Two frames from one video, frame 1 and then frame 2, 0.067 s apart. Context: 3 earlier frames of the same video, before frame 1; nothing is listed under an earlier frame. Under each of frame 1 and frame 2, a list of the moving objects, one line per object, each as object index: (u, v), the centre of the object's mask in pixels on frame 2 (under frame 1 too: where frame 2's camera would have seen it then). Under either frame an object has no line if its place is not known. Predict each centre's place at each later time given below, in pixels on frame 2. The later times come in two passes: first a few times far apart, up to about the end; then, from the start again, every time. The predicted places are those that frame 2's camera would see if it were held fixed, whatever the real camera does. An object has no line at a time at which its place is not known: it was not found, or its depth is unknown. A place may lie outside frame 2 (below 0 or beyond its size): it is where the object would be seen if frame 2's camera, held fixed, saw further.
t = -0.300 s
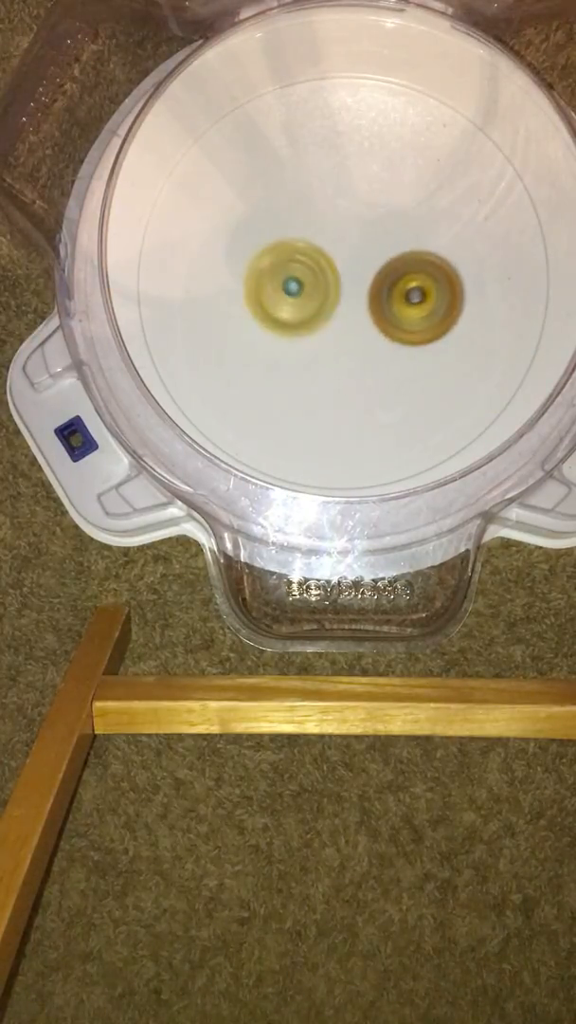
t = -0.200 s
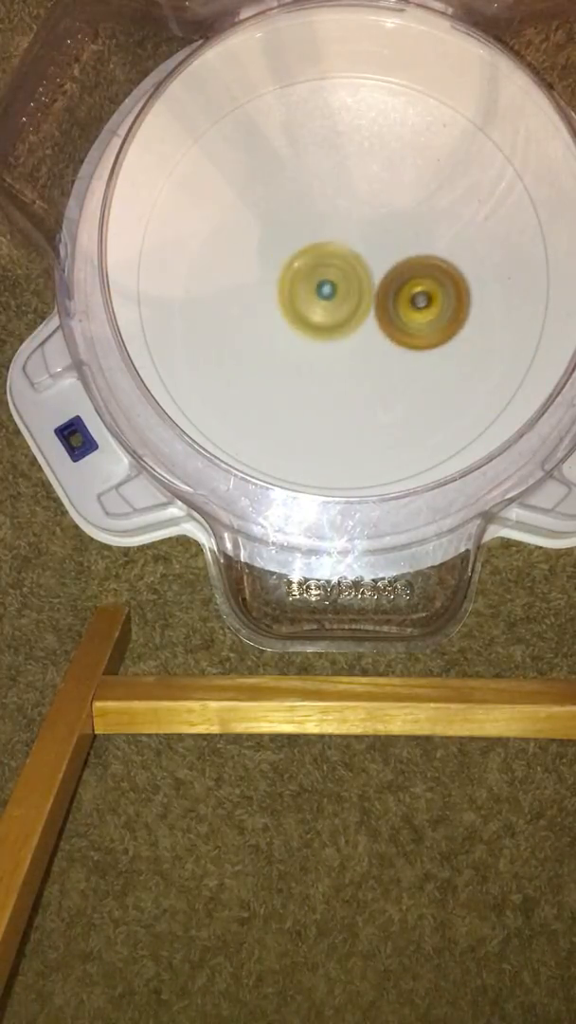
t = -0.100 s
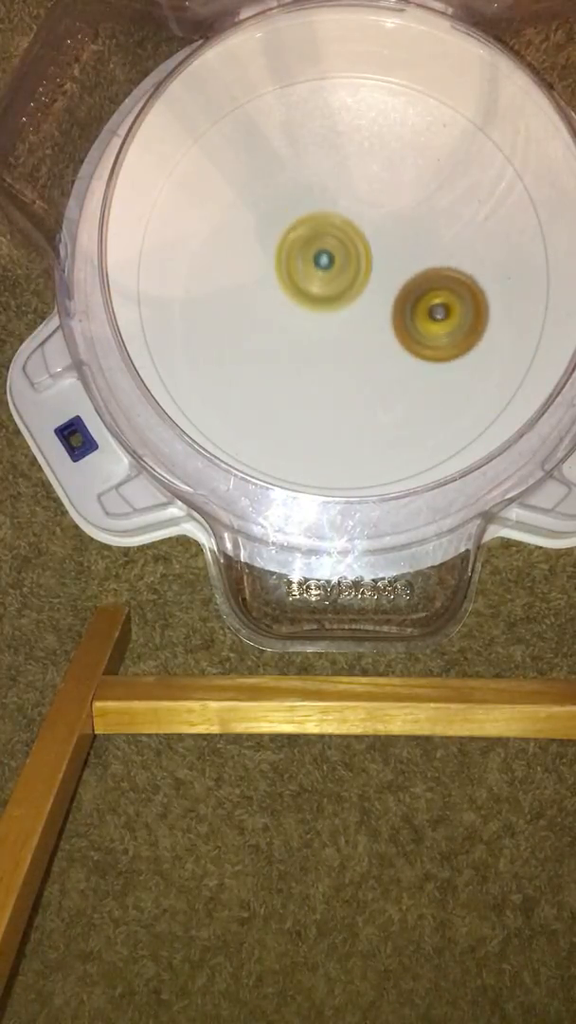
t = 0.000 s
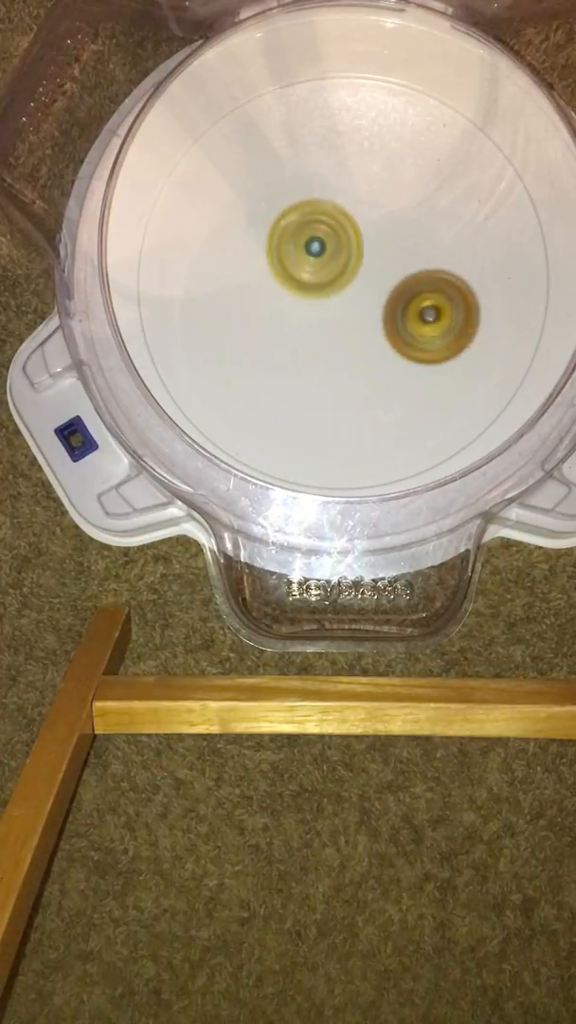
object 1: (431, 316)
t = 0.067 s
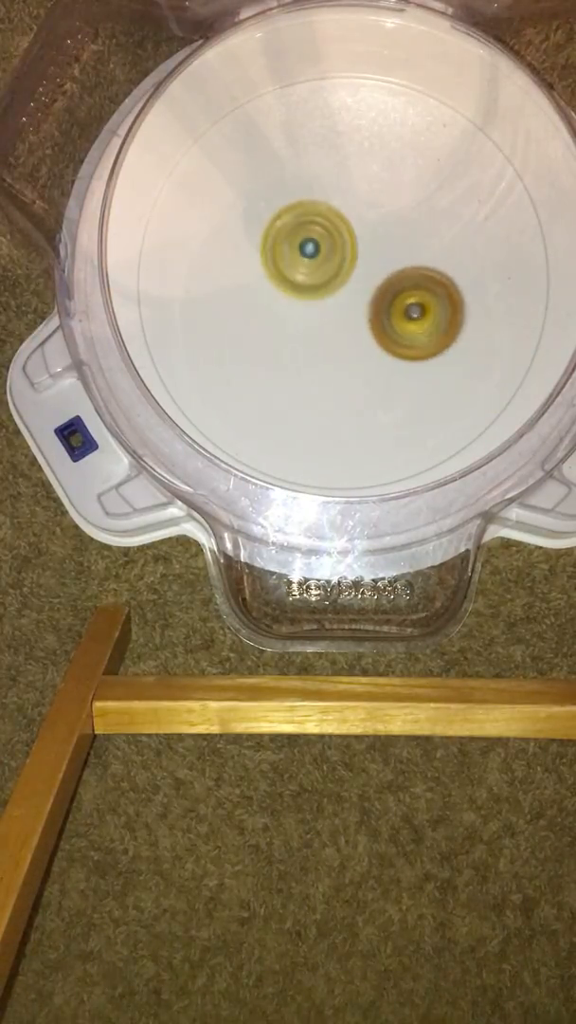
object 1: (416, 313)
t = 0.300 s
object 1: (395, 292)
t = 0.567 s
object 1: (412, 255)
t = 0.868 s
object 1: (405, 271)
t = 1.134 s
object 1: (402, 282)
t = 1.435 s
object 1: (375, 342)
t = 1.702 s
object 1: (344, 307)
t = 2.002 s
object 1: (371, 298)
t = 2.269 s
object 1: (369, 305)
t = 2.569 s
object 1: (364, 314)
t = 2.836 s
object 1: (353, 321)
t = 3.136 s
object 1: (336, 305)
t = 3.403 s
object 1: (325, 292)
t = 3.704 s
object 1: (322, 292)
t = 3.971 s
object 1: (308, 284)
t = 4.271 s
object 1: (302, 285)
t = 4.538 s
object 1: (319, 278)
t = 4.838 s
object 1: (307, 287)
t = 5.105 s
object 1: (305, 278)
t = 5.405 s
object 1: (301, 251)
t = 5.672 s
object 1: (284, 224)
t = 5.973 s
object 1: (291, 229)
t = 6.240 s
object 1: (307, 250)
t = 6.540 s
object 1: (323, 256)
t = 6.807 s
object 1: (327, 239)
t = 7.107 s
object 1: (313, 220)
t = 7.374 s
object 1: (318, 231)
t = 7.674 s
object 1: (327, 246)
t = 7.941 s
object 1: (319, 240)
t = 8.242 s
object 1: (315, 235)
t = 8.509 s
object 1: (329, 238)
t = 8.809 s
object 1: (333, 233)
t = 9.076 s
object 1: (323, 227)
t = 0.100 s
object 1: (407, 310)
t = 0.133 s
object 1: (399, 306)
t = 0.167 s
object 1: (392, 302)
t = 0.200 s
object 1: (392, 303)
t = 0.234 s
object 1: (394, 303)
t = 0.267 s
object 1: (395, 299)
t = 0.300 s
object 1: (395, 292)
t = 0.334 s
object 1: (395, 284)
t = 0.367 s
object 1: (395, 275)
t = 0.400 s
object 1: (396, 267)
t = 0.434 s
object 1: (399, 260)
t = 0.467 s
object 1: (402, 255)
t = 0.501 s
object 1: (405, 252)
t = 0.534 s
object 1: (409, 253)
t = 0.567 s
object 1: (412, 255)
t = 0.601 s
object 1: (413, 257)
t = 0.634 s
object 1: (413, 259)
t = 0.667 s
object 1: (414, 261)
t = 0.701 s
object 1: (415, 263)
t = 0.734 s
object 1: (413, 265)
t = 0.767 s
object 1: (411, 267)
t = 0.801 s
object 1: (408, 268)
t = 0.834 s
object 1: (407, 270)
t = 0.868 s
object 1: (405, 271)
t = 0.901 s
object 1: (403, 270)
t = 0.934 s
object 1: (399, 270)
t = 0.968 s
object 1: (396, 269)
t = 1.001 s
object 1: (393, 270)
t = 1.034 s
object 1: (394, 272)
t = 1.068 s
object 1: (392, 273)
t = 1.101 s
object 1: (395, 276)
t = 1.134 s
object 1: (402, 282)
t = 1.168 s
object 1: (405, 288)
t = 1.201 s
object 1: (405, 295)
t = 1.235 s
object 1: (402, 305)
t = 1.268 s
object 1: (397, 315)
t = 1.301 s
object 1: (390, 323)
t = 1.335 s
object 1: (381, 328)
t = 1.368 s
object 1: (377, 333)
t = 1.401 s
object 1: (377, 340)
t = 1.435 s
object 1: (375, 342)
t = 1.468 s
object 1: (372, 341)
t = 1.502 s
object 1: (369, 338)
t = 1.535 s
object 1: (365, 333)
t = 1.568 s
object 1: (360, 328)
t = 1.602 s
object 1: (356, 322)
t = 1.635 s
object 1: (352, 317)
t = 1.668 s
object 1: (348, 312)
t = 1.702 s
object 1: (344, 307)
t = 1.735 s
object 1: (339, 304)
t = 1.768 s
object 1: (338, 303)
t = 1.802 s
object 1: (340, 307)
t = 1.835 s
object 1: (343, 311)
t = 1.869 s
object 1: (349, 310)
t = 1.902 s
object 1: (356, 308)
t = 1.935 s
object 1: (363, 305)
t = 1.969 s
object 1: (367, 302)
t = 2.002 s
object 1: (371, 298)
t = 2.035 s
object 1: (372, 295)
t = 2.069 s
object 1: (373, 294)
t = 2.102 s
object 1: (375, 300)
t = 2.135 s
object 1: (375, 303)
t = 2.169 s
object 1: (374, 305)
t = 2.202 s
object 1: (373, 306)
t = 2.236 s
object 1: (372, 305)
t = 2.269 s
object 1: (369, 305)
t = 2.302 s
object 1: (367, 303)
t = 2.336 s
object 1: (365, 300)
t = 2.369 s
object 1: (362, 298)
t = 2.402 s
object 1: (362, 300)
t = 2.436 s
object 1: (364, 306)
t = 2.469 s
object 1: (365, 310)
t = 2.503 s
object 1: (365, 312)
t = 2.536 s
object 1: (365, 313)
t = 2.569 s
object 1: (364, 314)
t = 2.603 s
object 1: (363, 313)
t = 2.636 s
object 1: (361, 313)
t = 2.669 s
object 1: (359, 312)
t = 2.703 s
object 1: (357, 310)
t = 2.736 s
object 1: (355, 310)
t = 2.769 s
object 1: (354, 316)
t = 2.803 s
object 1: (354, 319)
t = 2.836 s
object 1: (353, 321)
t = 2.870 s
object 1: (352, 321)
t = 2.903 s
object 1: (350, 321)
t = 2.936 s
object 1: (348, 320)
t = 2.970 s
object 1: (346, 318)
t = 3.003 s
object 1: (344, 316)
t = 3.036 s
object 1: (342, 314)
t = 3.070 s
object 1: (340, 311)
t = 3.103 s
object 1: (338, 308)
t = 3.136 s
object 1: (336, 305)
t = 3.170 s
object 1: (335, 303)
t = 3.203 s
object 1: (333, 301)
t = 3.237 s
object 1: (332, 299)
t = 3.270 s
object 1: (331, 296)
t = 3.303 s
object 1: (329, 295)
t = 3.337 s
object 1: (327, 294)
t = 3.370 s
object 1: (326, 294)
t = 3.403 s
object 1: (325, 292)
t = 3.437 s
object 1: (326, 291)
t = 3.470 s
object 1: (325, 290)
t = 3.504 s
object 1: (321, 293)
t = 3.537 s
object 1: (319, 295)
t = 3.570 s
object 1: (318, 296)
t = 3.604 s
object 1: (319, 295)
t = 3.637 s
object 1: (320, 294)
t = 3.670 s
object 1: (321, 292)
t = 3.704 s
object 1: (322, 292)
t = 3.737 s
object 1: (315, 296)
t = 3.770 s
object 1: (309, 299)
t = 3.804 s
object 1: (306, 299)
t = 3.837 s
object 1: (305, 298)
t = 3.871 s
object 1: (305, 295)
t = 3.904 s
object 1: (306, 292)
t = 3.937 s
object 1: (306, 288)
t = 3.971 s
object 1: (308, 284)
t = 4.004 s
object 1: (309, 281)
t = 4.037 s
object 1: (310, 278)
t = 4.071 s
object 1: (305, 279)
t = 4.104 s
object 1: (300, 281)
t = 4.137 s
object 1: (298, 283)
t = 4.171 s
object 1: (297, 284)
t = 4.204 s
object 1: (298, 285)
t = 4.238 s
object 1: (300, 285)
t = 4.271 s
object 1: (302, 285)
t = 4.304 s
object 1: (305, 285)
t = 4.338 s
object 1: (308, 284)
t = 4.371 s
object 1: (311, 283)
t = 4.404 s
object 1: (314, 282)
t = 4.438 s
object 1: (316, 280)
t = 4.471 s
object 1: (318, 279)
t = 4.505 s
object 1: (319, 278)
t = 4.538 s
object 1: (319, 278)
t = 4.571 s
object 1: (320, 278)
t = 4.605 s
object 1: (320, 278)
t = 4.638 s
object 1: (320, 279)
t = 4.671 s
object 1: (320, 281)
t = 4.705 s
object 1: (317, 282)
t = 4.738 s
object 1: (315, 283)
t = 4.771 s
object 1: (312, 285)
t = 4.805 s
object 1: (310, 286)
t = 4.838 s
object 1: (307, 287)
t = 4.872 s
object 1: (305, 288)
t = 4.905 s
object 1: (304, 288)
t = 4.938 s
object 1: (303, 288)
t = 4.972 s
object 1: (301, 287)
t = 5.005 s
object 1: (301, 285)
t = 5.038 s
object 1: (303, 284)
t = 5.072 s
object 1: (306, 282)
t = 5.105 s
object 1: (305, 278)
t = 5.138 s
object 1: (304, 274)
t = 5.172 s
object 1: (303, 269)
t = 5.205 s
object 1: (304, 266)
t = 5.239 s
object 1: (304, 264)
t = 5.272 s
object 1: (305, 262)
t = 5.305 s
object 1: (307, 260)
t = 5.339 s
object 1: (308, 259)
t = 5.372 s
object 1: (310, 258)
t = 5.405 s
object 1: (301, 251)
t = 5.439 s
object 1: (291, 243)
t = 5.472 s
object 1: (285, 237)
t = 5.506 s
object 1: (283, 234)
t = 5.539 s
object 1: (282, 231)
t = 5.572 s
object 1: (282, 228)
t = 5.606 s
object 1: (282, 226)
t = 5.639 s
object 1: (283, 225)
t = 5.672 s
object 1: (284, 224)
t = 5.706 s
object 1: (286, 223)
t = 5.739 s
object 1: (287, 223)
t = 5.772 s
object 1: (289, 224)
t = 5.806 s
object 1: (291, 225)
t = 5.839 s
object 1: (292, 226)
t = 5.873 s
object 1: (294, 228)
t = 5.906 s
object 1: (292, 228)
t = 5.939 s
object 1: (291, 228)
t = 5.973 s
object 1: (291, 229)
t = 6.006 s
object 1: (292, 231)
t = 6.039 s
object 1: (293, 233)
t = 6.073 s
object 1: (295, 235)
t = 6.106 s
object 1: (297, 238)
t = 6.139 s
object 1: (299, 241)
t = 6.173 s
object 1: (302, 244)
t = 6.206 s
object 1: (305, 247)
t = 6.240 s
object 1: (307, 250)
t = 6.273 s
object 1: (310, 254)
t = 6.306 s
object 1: (313, 257)
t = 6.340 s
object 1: (316, 260)
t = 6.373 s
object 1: (318, 259)
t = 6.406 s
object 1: (320, 260)
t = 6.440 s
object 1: (321, 260)
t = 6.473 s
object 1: (322, 259)
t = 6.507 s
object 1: (322, 258)
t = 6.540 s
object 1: (323, 256)
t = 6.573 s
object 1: (324, 255)
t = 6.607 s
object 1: (325, 253)
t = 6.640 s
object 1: (324, 248)
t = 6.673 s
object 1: (323, 245)
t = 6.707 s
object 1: (324, 243)
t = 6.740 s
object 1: (326, 242)
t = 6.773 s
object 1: (327, 241)
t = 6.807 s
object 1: (327, 239)
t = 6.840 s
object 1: (326, 236)
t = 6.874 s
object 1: (324, 232)
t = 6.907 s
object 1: (323, 230)
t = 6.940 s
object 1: (323, 229)
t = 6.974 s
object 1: (321, 228)
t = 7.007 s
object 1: (317, 223)
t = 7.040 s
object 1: (314, 220)
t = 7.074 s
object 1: (313, 220)
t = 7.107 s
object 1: (313, 220)
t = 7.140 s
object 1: (313, 221)
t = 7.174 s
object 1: (314, 223)
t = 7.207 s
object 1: (316, 225)
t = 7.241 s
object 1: (317, 227)
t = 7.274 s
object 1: (317, 227)
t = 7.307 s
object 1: (316, 227)
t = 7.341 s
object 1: (316, 228)
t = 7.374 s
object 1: (318, 231)
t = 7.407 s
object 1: (319, 233)
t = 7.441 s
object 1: (322, 237)
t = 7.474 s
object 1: (323, 239)
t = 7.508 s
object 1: (324, 238)
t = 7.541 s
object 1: (324, 239)
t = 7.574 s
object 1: (326, 241)
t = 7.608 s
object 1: (327, 243)
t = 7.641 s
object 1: (328, 245)
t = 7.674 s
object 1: (327, 246)
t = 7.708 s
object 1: (325, 244)
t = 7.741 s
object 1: (323, 242)
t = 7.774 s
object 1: (321, 240)
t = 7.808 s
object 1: (320, 240)
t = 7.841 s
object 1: (321, 240)
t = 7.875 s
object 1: (321, 241)
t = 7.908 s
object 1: (322, 242)
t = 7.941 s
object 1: (319, 240)
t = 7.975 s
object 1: (316, 238)
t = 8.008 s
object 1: (315, 238)
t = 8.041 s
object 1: (315, 238)
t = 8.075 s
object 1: (313, 236)
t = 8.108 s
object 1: (310, 233)
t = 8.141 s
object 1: (309, 232)
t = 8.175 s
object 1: (310, 233)
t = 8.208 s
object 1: (312, 234)
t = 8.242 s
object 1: (315, 235)
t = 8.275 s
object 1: (318, 237)
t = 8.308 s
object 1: (319, 236)
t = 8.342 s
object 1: (320, 234)
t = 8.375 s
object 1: (321, 234)
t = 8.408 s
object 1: (323, 235)
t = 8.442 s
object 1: (326, 237)
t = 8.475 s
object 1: (329, 239)
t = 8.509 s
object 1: (329, 238)
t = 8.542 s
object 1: (327, 233)
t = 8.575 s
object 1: (326, 231)
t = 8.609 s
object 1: (327, 230)
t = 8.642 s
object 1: (327, 230)
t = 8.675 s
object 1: (328, 231)
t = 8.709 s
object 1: (329, 231)
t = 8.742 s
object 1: (331, 231)
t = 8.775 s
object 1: (332, 232)
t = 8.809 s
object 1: (333, 233)
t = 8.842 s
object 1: (334, 234)
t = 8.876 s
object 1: (331, 230)
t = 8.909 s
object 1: (326, 226)
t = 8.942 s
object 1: (324, 225)
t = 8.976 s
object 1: (323, 224)
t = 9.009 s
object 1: (323, 225)
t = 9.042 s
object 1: (323, 226)
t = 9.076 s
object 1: (323, 227)
